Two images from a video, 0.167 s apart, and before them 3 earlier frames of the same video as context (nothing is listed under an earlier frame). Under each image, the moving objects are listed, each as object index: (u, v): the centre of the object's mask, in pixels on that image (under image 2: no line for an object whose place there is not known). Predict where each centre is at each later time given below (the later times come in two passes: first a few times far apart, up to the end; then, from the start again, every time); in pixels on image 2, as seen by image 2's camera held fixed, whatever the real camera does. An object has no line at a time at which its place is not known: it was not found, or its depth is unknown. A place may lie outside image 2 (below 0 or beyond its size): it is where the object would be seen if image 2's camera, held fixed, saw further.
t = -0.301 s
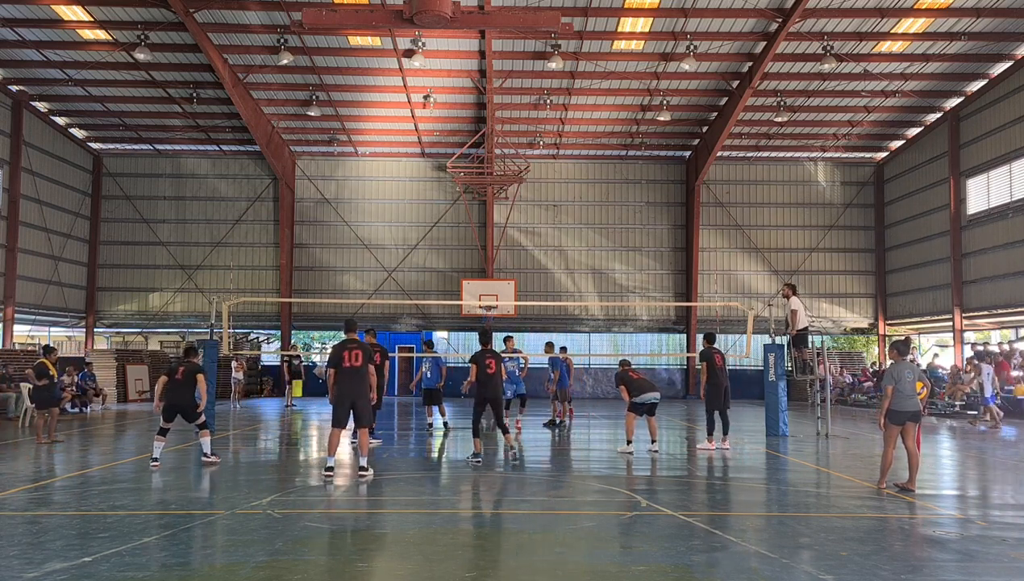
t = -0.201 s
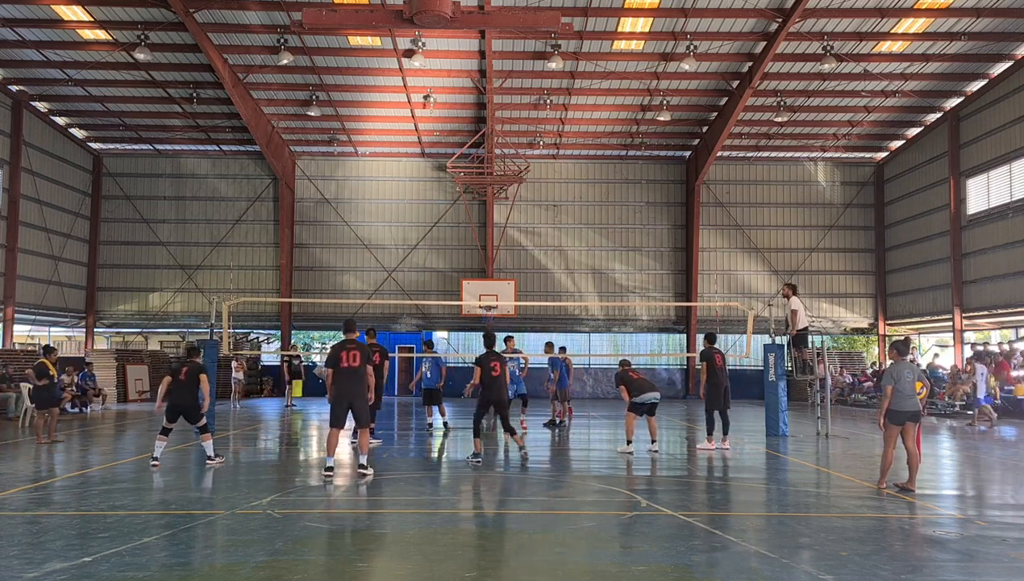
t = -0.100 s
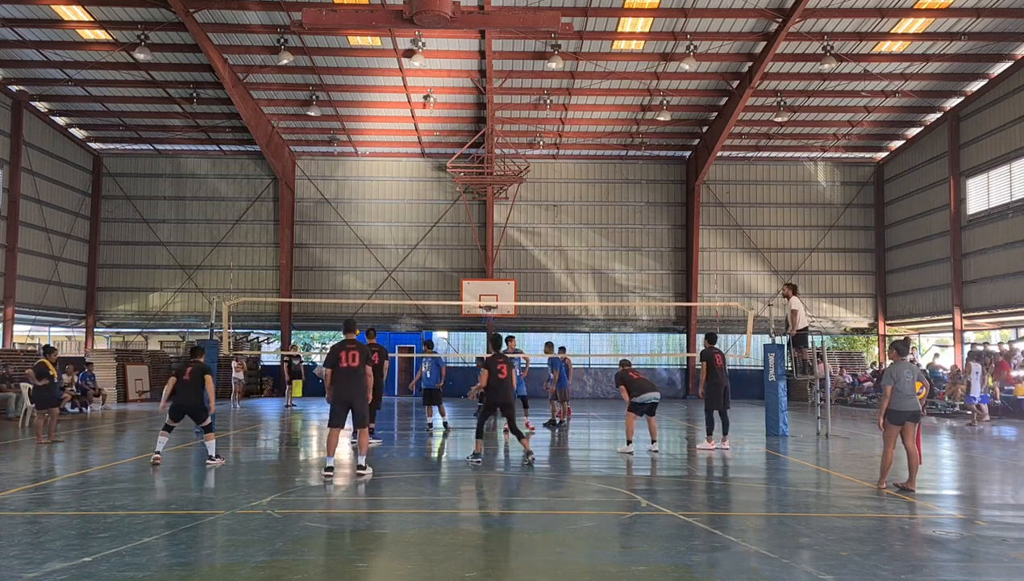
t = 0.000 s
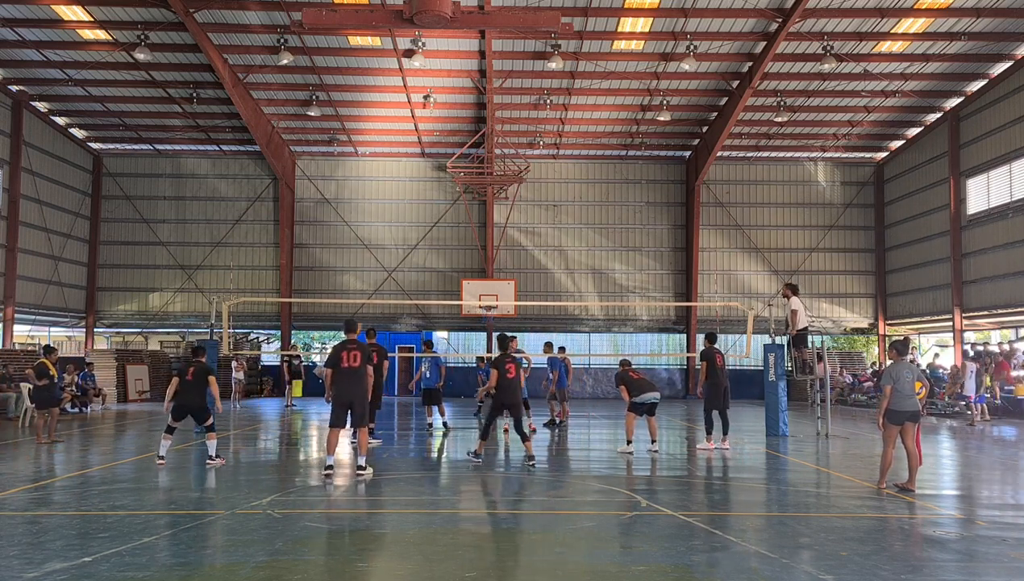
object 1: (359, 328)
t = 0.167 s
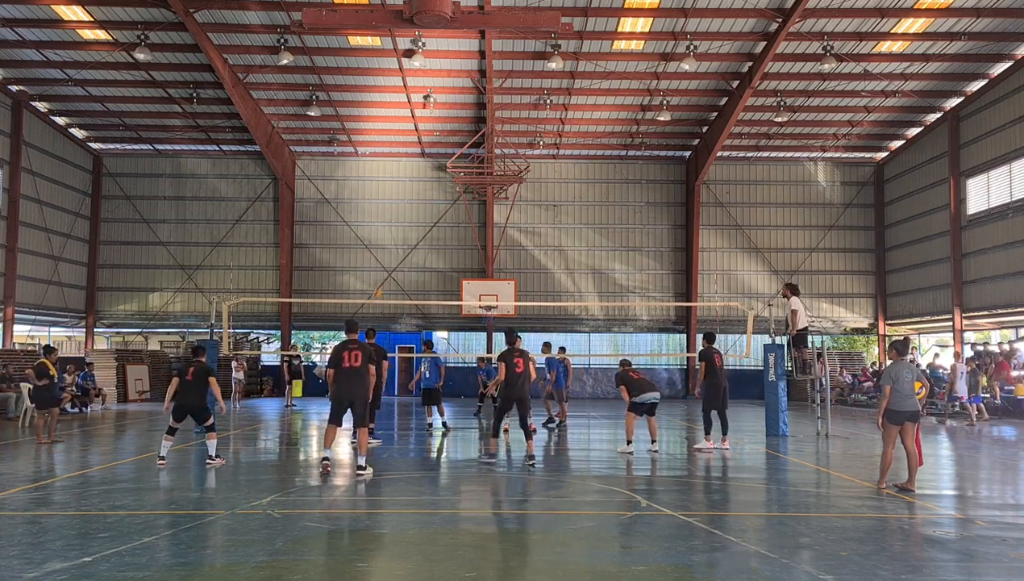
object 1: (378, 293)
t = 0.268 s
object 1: (388, 274)
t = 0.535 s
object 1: (423, 241)
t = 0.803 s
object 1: (468, 238)
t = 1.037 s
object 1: (520, 270)
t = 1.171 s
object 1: (557, 306)
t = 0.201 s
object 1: (381, 285)
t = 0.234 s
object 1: (385, 279)
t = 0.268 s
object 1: (388, 274)
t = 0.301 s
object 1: (392, 269)
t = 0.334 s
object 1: (397, 264)
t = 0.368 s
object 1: (402, 258)
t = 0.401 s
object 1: (405, 253)
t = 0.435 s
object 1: (409, 250)
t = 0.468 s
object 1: (413, 246)
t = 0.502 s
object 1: (418, 244)
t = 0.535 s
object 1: (423, 241)
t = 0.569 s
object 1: (429, 239)
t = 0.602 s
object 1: (434, 238)
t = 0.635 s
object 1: (439, 236)
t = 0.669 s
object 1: (444, 235)
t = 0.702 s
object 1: (450, 235)
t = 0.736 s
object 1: (455, 236)
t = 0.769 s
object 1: (461, 237)
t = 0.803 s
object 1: (468, 238)
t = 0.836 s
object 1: (474, 240)
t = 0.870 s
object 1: (481, 243)
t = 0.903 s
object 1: (488, 247)
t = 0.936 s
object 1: (495, 252)
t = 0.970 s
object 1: (503, 257)
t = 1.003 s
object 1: (511, 263)
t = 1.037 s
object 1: (520, 270)
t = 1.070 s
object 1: (529, 278)
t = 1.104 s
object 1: (538, 286)
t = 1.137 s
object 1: (547, 295)
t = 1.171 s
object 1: (557, 306)
